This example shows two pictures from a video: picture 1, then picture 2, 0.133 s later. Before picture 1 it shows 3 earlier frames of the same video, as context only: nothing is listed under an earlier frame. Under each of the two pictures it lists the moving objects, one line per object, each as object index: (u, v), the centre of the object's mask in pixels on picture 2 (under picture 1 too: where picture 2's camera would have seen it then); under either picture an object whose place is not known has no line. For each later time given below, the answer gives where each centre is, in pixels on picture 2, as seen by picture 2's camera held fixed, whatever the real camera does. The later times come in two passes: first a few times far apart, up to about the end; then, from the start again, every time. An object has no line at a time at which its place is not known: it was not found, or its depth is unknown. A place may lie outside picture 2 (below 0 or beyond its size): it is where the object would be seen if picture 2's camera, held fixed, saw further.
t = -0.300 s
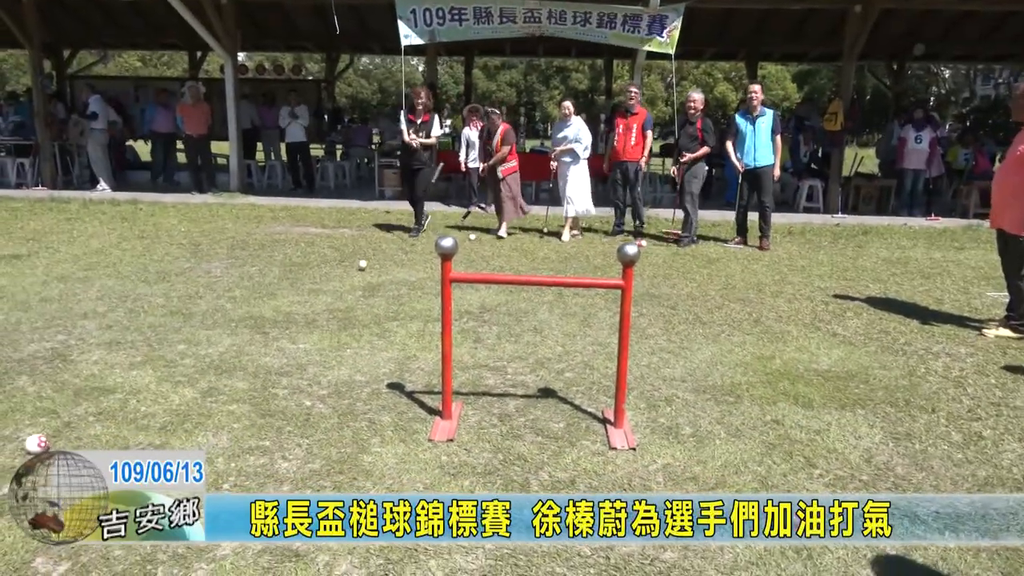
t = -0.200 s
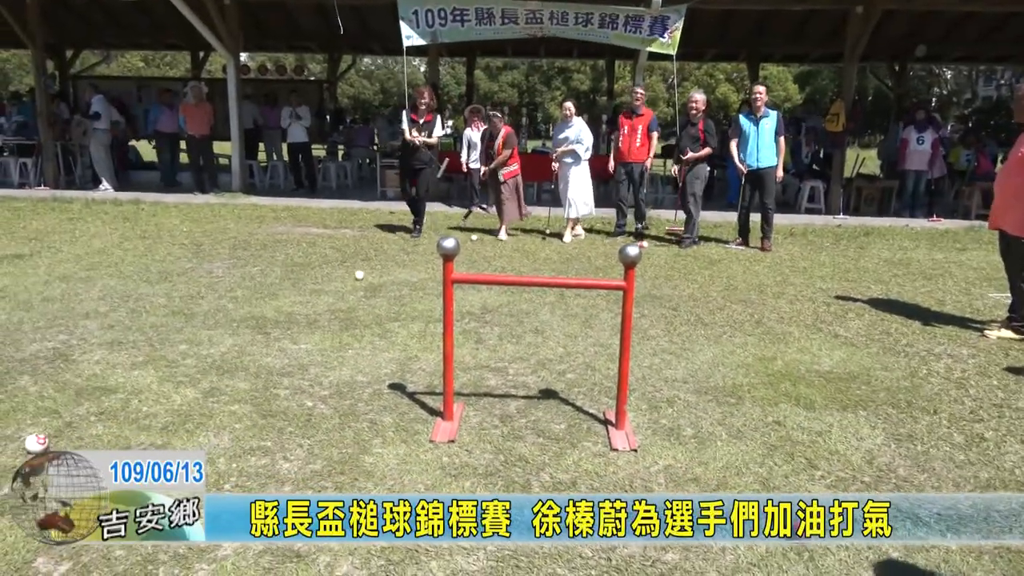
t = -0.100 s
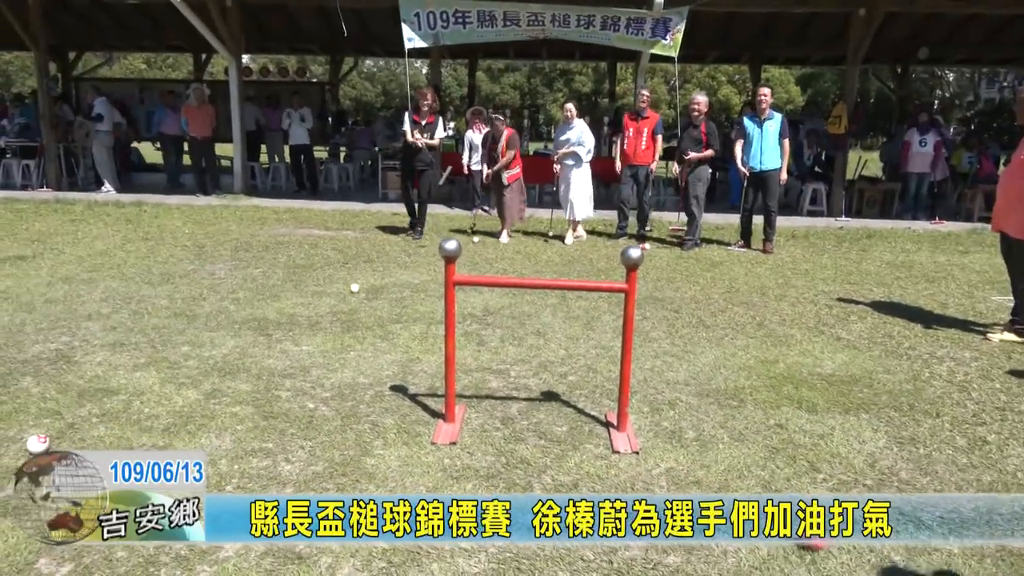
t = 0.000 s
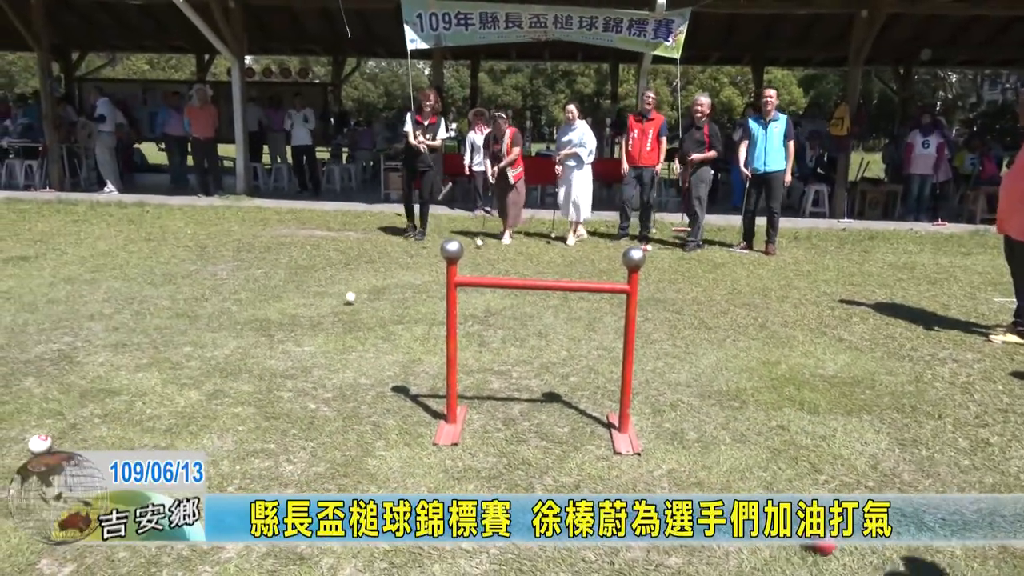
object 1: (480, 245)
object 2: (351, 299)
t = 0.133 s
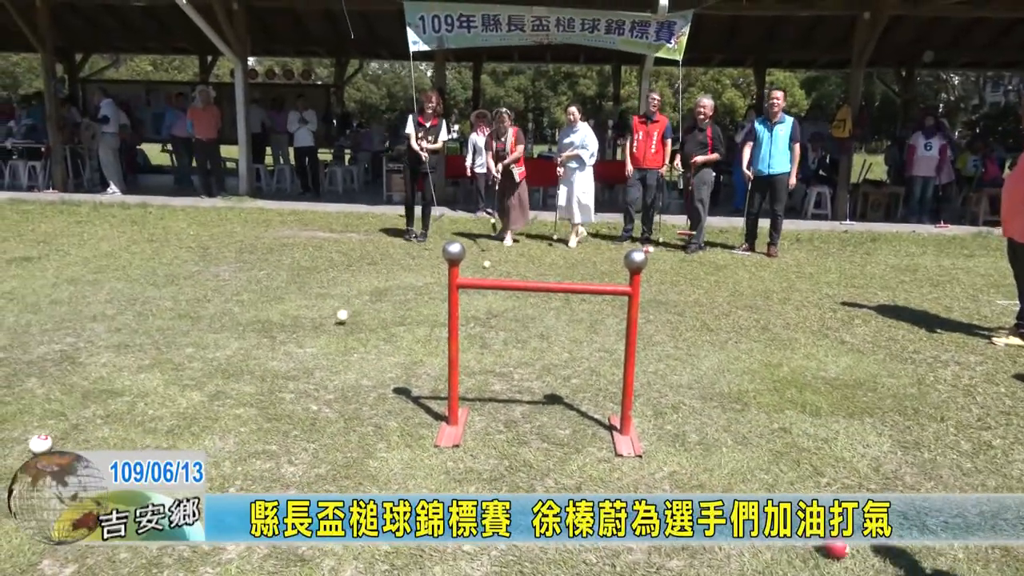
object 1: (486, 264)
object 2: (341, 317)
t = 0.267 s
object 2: (330, 339)
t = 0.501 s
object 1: (513, 334)
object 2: (307, 387)
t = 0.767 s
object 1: (544, 425)
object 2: (267, 466)
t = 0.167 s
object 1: (489, 268)
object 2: (338, 322)
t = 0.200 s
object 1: (490, 271)
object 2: (336, 327)
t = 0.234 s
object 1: (493, 275)
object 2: (333, 334)
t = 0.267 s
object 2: (330, 339)
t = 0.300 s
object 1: (496, 292)
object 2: (327, 345)
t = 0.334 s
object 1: (499, 296)
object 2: (324, 351)
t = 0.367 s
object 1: (502, 303)
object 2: (321, 357)
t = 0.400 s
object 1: (504, 311)
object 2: (318, 364)
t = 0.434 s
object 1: (507, 319)
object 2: (314, 372)
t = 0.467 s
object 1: (509, 327)
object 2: (311, 379)
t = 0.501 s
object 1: (513, 334)
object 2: (307, 387)
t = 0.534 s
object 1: (515, 344)
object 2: (303, 395)
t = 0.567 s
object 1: (518, 352)
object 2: (299, 403)
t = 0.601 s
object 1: (523, 360)
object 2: (294, 413)
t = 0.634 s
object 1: (527, 371)
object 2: (289, 422)
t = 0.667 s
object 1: (531, 384)
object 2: (283, 429)
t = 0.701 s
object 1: (536, 402)
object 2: (278, 440)
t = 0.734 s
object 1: (540, 412)
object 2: (272, 453)
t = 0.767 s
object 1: (544, 425)
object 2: (267, 466)
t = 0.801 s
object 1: (552, 441)
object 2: (259, 475)
